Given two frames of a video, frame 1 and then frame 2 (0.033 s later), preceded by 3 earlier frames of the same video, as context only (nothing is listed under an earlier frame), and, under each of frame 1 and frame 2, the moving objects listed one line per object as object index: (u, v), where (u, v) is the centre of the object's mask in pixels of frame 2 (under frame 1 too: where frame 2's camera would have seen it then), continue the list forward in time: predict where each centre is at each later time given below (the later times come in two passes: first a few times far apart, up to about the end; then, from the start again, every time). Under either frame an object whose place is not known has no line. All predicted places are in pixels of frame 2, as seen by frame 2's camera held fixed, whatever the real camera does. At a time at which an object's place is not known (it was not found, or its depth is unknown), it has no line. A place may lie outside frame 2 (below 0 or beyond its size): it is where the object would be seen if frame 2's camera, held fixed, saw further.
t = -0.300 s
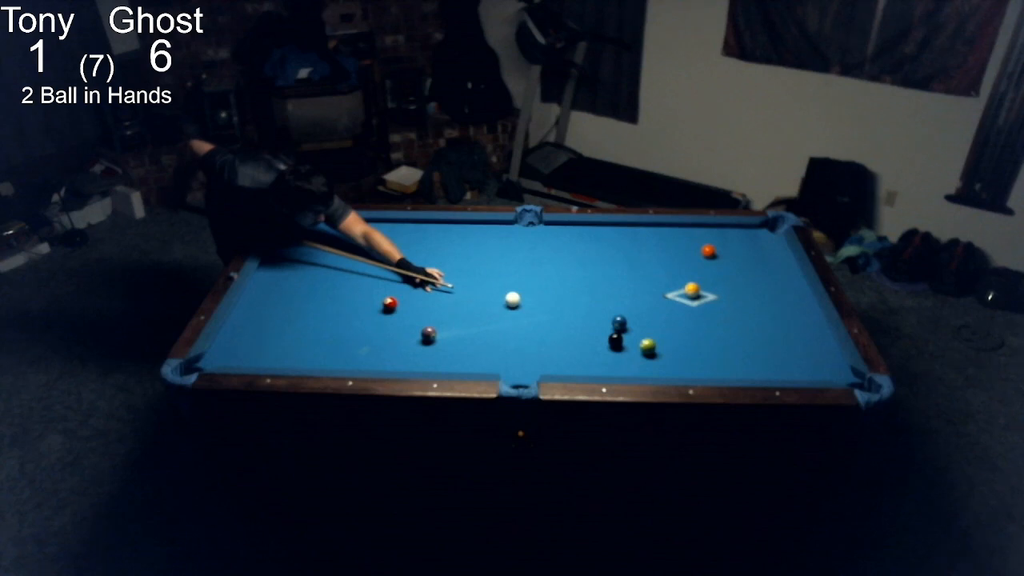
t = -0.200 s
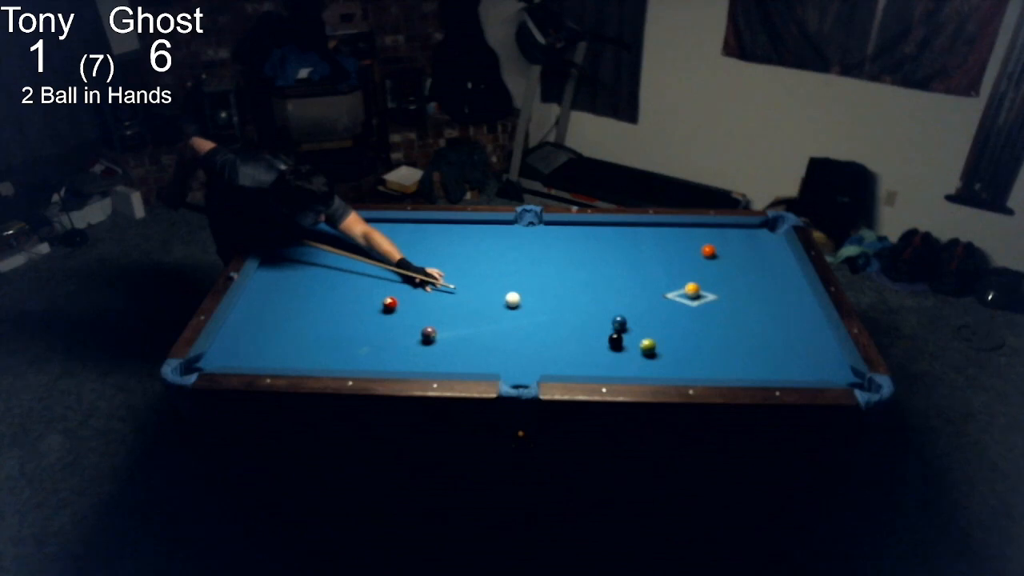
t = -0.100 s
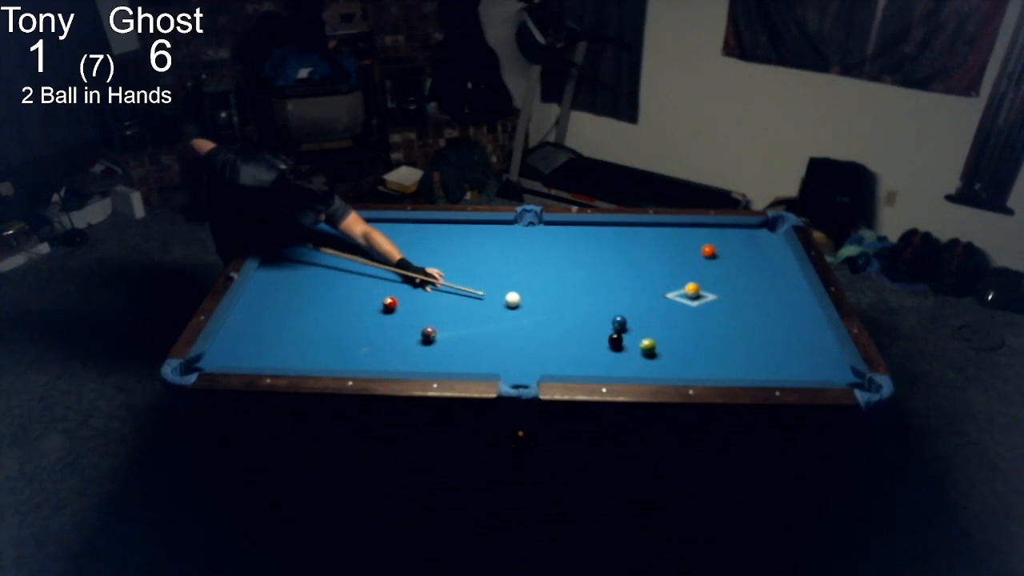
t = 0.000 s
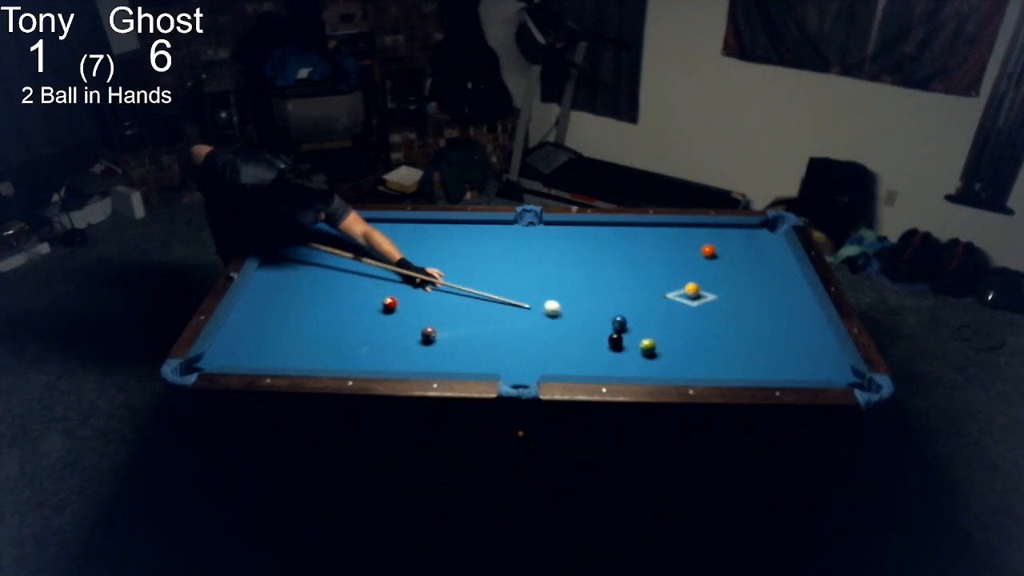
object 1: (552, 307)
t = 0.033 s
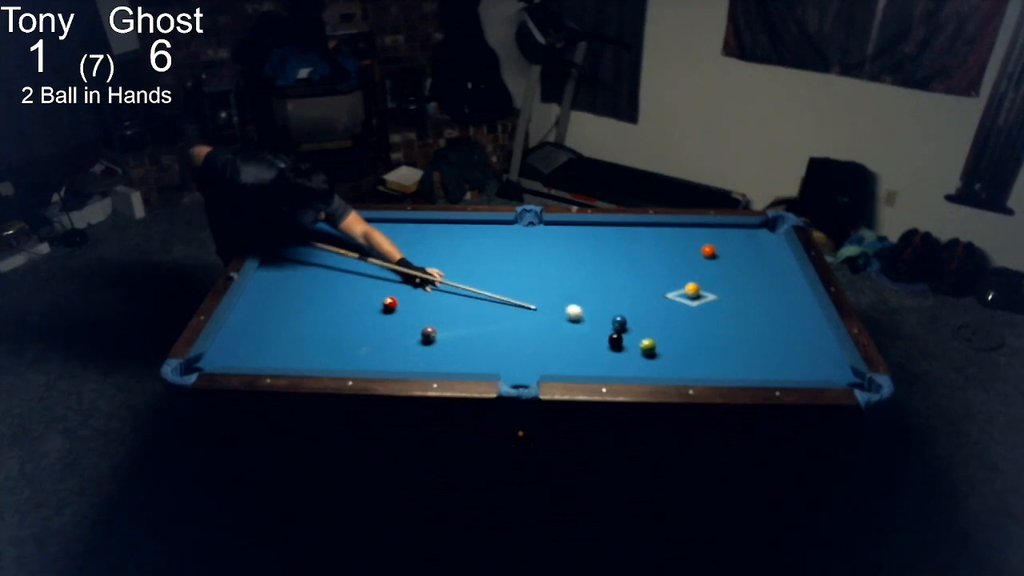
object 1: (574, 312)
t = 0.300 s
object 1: (600, 315)
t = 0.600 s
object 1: (593, 311)
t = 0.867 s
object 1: (588, 308)
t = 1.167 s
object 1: (584, 306)
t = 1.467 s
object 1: (582, 304)
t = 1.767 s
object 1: (581, 304)
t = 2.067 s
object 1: (581, 304)
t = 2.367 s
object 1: (581, 304)
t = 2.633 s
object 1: (581, 304)
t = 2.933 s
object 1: (581, 304)
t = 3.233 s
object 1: (581, 304)
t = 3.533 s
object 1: (581, 304)
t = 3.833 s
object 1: (581, 304)
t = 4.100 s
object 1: (581, 304)
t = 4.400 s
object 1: (581, 304)
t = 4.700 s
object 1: (581, 304)
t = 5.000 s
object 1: (581, 305)
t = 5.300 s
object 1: (581, 304)
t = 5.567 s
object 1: (581, 304)
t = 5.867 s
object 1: (581, 304)
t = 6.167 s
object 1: (581, 304)
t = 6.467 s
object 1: (581, 304)
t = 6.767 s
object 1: (581, 304)
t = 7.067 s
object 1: (581, 304)
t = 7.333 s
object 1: (581, 304)
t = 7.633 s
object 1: (581, 304)
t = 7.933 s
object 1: (581, 304)
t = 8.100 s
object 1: (581, 305)
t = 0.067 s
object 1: (595, 316)
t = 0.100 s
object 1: (604, 318)
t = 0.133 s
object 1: (604, 318)
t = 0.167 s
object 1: (603, 317)
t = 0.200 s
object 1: (603, 317)
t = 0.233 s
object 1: (602, 316)
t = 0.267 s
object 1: (601, 315)
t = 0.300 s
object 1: (600, 315)
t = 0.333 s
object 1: (599, 314)
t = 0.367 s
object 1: (598, 314)
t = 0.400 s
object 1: (597, 313)
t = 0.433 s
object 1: (596, 313)
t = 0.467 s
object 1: (596, 312)
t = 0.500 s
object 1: (595, 312)
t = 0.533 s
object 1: (594, 312)
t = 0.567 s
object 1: (593, 311)
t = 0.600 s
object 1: (593, 311)
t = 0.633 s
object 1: (592, 310)
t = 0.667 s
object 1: (591, 310)
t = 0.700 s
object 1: (591, 310)
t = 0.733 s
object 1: (590, 309)
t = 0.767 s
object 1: (590, 309)
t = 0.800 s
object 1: (589, 309)
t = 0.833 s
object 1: (588, 308)
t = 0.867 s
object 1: (588, 308)
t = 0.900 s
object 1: (587, 308)
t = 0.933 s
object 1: (587, 307)
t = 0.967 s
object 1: (586, 307)
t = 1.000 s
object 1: (586, 307)
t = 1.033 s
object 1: (586, 307)
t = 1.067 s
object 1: (585, 306)
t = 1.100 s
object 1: (585, 306)
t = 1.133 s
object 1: (584, 306)
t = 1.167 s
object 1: (584, 306)
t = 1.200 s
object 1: (584, 306)
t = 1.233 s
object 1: (583, 305)
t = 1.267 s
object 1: (583, 305)
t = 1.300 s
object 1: (583, 305)
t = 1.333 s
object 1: (582, 305)
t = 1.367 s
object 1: (582, 305)
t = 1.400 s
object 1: (582, 305)
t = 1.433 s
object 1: (582, 304)
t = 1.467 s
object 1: (582, 304)
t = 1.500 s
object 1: (582, 304)
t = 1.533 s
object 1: (581, 304)
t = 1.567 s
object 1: (581, 304)
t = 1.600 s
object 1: (581, 304)
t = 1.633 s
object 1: (581, 304)
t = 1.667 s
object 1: (581, 304)
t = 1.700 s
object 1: (581, 304)
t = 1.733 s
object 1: (581, 304)
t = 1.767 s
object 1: (581, 304)
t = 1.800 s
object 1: (581, 304)
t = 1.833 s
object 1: (581, 304)
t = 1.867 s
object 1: (581, 304)
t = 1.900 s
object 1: (581, 304)
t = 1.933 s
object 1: (581, 304)
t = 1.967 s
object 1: (581, 304)
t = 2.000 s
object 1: (581, 304)
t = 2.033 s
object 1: (581, 304)
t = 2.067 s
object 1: (581, 304)
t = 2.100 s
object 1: (581, 304)
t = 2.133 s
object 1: (581, 304)
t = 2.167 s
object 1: (581, 304)
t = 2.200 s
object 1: (581, 304)
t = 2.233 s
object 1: (581, 304)
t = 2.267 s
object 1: (581, 304)
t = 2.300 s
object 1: (581, 304)
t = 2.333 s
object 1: (581, 304)
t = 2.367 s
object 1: (581, 304)
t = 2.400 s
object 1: (581, 304)
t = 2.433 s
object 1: (581, 304)
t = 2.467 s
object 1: (581, 304)
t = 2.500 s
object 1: (581, 304)
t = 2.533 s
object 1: (581, 304)
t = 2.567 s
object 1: (581, 304)
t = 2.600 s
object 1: (581, 304)
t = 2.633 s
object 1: (581, 304)
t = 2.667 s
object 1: (581, 304)
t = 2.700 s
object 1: (581, 304)
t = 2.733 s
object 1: (581, 304)
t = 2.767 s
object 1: (581, 304)
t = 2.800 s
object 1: (581, 304)
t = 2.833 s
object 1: (581, 304)
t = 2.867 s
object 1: (581, 304)
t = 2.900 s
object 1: (581, 304)
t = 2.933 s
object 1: (581, 304)
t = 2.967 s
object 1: (581, 304)
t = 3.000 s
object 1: (581, 304)
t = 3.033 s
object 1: (581, 304)
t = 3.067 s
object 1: (581, 304)
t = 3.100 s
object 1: (581, 304)
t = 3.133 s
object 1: (581, 304)
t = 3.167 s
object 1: (581, 304)
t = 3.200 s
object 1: (581, 304)
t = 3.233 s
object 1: (581, 304)
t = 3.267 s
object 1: (581, 304)
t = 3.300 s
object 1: (581, 304)
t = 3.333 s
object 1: (581, 304)
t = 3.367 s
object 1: (581, 304)
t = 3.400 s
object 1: (581, 304)
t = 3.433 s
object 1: (581, 304)
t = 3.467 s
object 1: (581, 304)
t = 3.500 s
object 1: (581, 304)
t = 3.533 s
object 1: (581, 304)
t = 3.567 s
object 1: (581, 304)
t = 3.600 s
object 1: (581, 304)
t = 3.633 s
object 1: (581, 304)
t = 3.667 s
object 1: (581, 304)
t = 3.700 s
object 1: (581, 304)
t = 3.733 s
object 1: (581, 304)
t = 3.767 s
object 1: (581, 304)
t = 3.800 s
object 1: (581, 304)
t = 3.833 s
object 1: (581, 304)
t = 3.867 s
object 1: (581, 304)
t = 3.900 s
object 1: (581, 304)
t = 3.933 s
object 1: (581, 304)
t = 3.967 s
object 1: (581, 304)
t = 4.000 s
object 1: (581, 304)
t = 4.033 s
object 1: (581, 304)
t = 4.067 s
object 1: (581, 304)
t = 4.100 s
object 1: (581, 304)
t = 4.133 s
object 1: (581, 304)
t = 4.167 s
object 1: (581, 304)
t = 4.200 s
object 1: (581, 304)
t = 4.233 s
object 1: (581, 304)
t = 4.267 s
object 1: (581, 304)
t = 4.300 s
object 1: (581, 304)
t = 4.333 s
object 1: (581, 304)
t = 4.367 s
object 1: (581, 304)
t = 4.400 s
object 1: (581, 304)
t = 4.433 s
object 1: (581, 304)
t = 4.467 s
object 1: (581, 304)
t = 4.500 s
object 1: (581, 304)
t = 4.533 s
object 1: (581, 304)
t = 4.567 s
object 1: (581, 304)
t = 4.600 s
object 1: (581, 304)
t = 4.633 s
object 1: (581, 304)
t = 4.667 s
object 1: (581, 304)
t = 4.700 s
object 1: (581, 304)
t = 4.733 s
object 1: (581, 304)
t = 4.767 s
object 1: (581, 304)
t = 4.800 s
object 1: (581, 304)
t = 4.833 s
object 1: (581, 304)
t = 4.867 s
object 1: (581, 304)
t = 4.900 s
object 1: (581, 304)
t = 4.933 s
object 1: (581, 304)
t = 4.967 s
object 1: (581, 304)
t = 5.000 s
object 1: (581, 305)
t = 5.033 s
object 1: (581, 305)
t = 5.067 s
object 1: (581, 304)
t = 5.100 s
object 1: (581, 304)
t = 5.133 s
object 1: (581, 305)
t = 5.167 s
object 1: (581, 304)
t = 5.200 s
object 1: (581, 304)
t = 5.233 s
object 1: (581, 304)
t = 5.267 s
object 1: (581, 304)
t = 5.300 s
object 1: (581, 304)
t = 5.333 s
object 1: (581, 304)
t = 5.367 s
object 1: (581, 304)
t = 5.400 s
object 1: (581, 304)
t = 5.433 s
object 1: (581, 304)
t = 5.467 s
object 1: (581, 304)
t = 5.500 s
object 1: (581, 304)
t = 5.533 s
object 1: (581, 304)
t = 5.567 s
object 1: (581, 304)
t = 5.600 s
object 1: (581, 304)
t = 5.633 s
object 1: (581, 304)
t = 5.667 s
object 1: (581, 304)
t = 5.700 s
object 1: (581, 304)
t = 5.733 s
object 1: (581, 304)
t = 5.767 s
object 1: (581, 304)
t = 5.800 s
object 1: (581, 304)
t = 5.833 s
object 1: (581, 304)
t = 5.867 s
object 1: (581, 304)
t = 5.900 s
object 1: (581, 304)
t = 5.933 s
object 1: (581, 304)
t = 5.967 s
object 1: (581, 304)
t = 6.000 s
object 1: (581, 304)
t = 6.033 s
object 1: (581, 304)
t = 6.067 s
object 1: (581, 304)
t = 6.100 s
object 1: (581, 304)
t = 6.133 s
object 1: (581, 304)
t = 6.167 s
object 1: (581, 304)
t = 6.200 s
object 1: (581, 304)
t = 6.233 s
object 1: (581, 304)
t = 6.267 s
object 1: (581, 304)
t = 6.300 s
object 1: (581, 304)
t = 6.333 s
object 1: (581, 304)
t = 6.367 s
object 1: (581, 304)
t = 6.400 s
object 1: (581, 304)
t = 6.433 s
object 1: (581, 304)
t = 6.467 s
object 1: (581, 304)
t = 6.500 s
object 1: (581, 304)
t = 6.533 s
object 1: (581, 304)
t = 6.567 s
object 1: (581, 304)
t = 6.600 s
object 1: (581, 304)
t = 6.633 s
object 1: (581, 304)
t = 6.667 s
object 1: (581, 304)
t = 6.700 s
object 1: (581, 304)
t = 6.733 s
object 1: (581, 304)
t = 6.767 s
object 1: (581, 304)
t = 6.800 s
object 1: (581, 304)
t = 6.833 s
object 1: (581, 304)
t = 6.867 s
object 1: (581, 304)
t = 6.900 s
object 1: (581, 304)
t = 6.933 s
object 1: (581, 304)
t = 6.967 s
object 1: (581, 304)
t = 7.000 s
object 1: (581, 304)
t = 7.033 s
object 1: (581, 304)
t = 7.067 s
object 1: (581, 304)
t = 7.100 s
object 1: (581, 304)
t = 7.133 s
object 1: (581, 304)
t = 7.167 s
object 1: (581, 304)
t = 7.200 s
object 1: (581, 304)
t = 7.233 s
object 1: (581, 304)
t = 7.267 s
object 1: (581, 304)
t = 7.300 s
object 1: (581, 304)
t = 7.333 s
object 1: (581, 304)
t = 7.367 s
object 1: (581, 304)
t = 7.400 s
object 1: (581, 304)
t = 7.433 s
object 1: (581, 304)
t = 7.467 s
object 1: (581, 304)
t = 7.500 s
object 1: (581, 304)
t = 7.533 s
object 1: (581, 304)
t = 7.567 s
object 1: (581, 304)
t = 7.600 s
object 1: (581, 304)
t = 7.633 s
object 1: (581, 304)
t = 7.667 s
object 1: (581, 304)
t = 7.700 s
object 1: (581, 304)
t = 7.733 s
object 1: (581, 304)
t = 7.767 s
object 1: (581, 304)
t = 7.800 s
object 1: (581, 304)
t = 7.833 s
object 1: (581, 304)
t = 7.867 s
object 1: (581, 304)
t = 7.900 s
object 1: (581, 304)
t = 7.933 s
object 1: (581, 304)
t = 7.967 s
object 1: (581, 305)
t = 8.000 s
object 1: (581, 304)
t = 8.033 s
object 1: (581, 304)
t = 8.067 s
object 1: (581, 304)
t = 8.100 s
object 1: (581, 305)
